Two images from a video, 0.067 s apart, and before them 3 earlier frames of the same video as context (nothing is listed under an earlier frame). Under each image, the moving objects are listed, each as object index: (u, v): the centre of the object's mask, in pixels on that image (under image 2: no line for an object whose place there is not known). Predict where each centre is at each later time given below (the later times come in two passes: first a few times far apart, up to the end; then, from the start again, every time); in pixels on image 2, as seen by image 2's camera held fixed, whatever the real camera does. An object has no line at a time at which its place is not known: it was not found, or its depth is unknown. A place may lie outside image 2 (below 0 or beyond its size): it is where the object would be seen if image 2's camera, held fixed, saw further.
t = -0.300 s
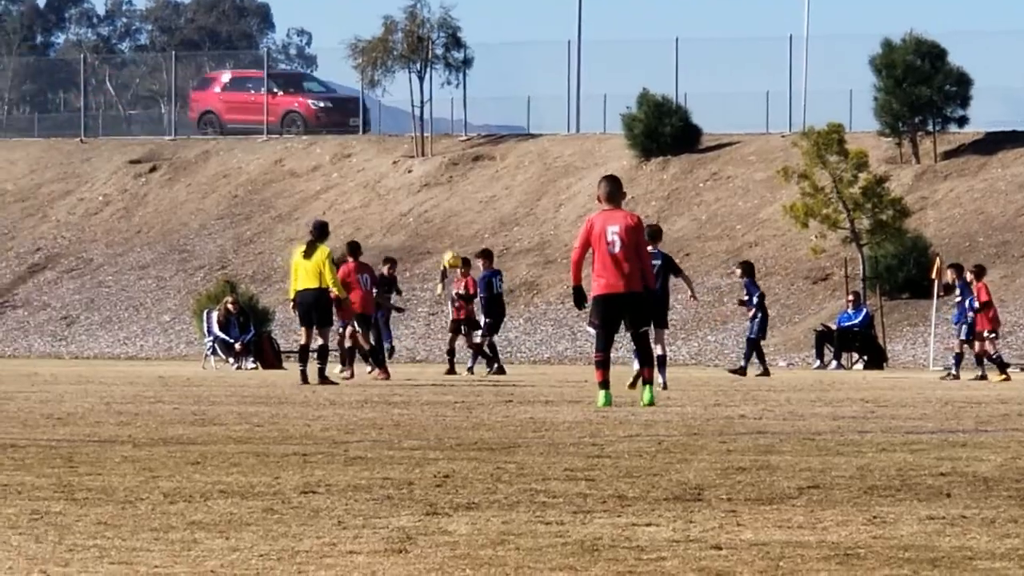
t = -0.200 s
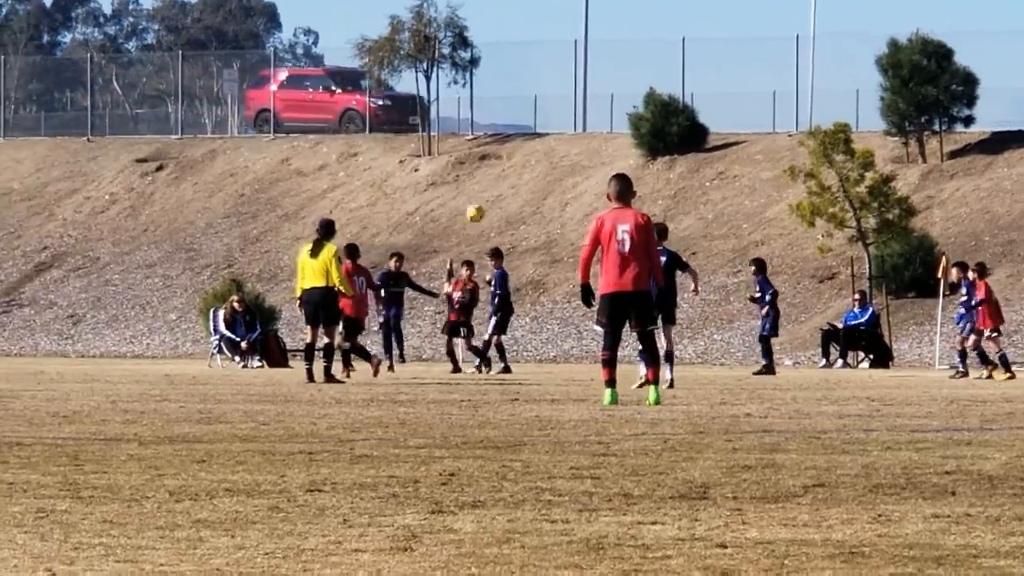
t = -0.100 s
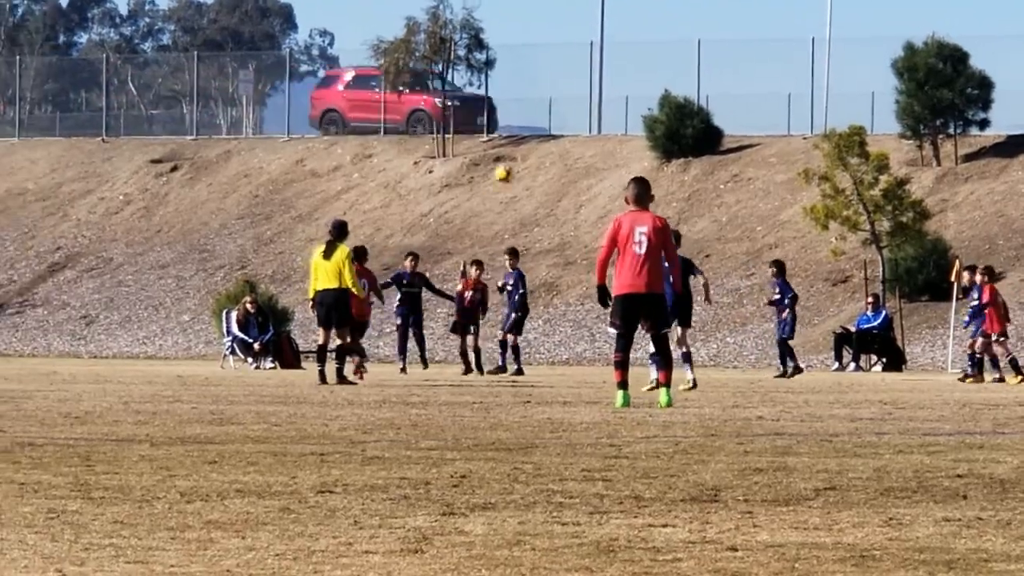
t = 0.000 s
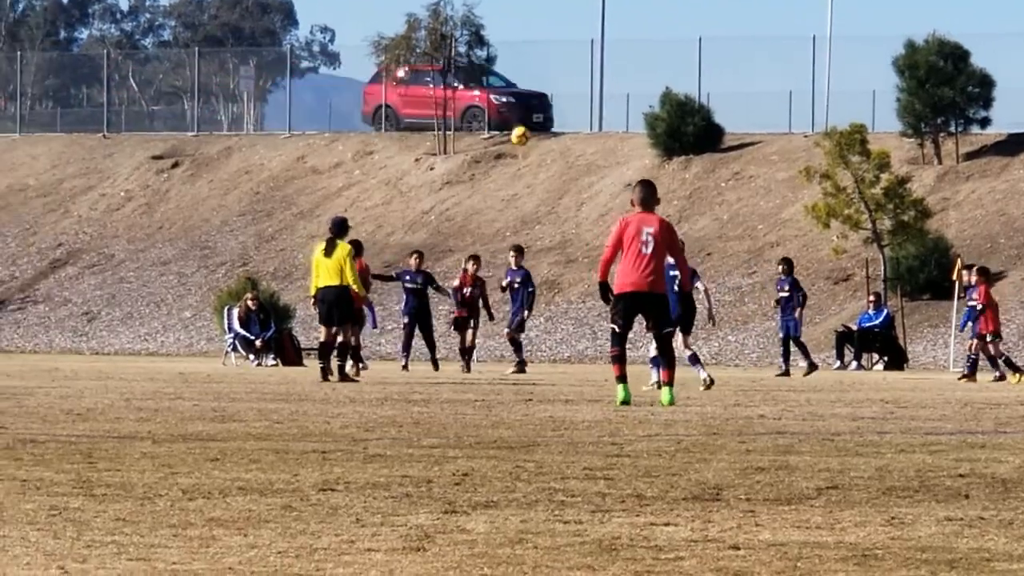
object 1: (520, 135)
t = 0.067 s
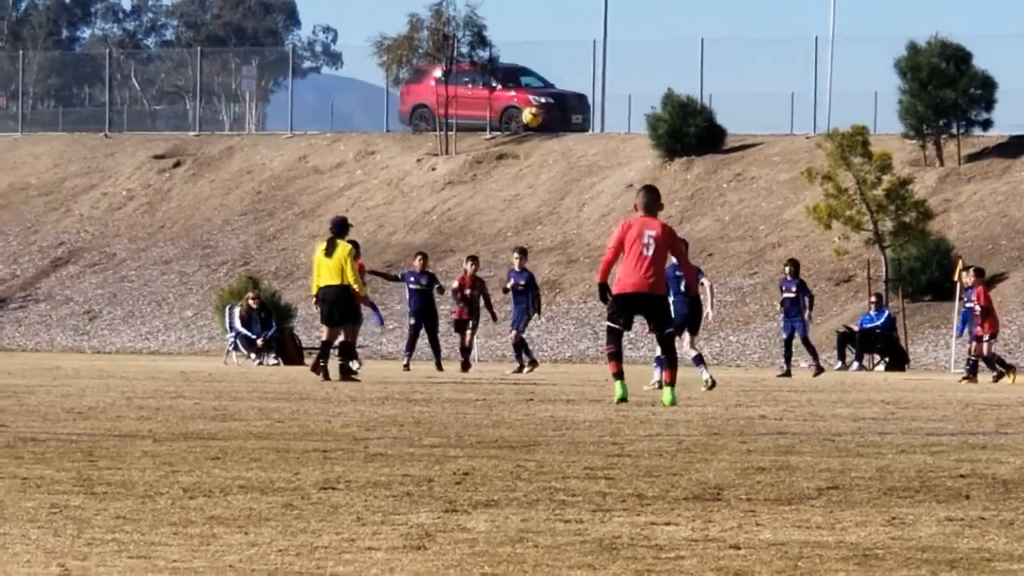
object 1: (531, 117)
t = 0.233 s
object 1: (552, 78)
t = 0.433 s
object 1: (574, 61)
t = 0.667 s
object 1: (594, 79)
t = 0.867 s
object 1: (607, 135)
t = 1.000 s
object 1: (613, 193)
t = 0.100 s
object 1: (535, 109)
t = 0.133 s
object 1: (538, 98)
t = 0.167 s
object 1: (544, 90)
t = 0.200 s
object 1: (547, 84)
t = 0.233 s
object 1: (552, 78)
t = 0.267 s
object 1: (555, 73)
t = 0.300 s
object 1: (559, 70)
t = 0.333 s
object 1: (564, 67)
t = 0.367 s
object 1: (568, 63)
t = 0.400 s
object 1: (571, 61)
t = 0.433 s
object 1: (574, 61)
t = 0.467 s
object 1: (577, 60)
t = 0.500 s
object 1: (581, 62)
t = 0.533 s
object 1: (583, 62)
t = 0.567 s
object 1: (587, 65)
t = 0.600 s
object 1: (589, 69)
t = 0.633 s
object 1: (592, 74)
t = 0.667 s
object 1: (594, 79)
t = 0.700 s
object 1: (597, 86)
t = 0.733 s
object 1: (599, 93)
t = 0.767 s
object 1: (601, 102)
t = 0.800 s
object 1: (604, 111)
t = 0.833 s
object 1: (606, 122)
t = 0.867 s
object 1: (607, 135)
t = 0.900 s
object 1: (609, 147)
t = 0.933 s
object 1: (610, 161)
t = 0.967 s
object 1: (611, 176)
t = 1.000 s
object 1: (613, 193)
